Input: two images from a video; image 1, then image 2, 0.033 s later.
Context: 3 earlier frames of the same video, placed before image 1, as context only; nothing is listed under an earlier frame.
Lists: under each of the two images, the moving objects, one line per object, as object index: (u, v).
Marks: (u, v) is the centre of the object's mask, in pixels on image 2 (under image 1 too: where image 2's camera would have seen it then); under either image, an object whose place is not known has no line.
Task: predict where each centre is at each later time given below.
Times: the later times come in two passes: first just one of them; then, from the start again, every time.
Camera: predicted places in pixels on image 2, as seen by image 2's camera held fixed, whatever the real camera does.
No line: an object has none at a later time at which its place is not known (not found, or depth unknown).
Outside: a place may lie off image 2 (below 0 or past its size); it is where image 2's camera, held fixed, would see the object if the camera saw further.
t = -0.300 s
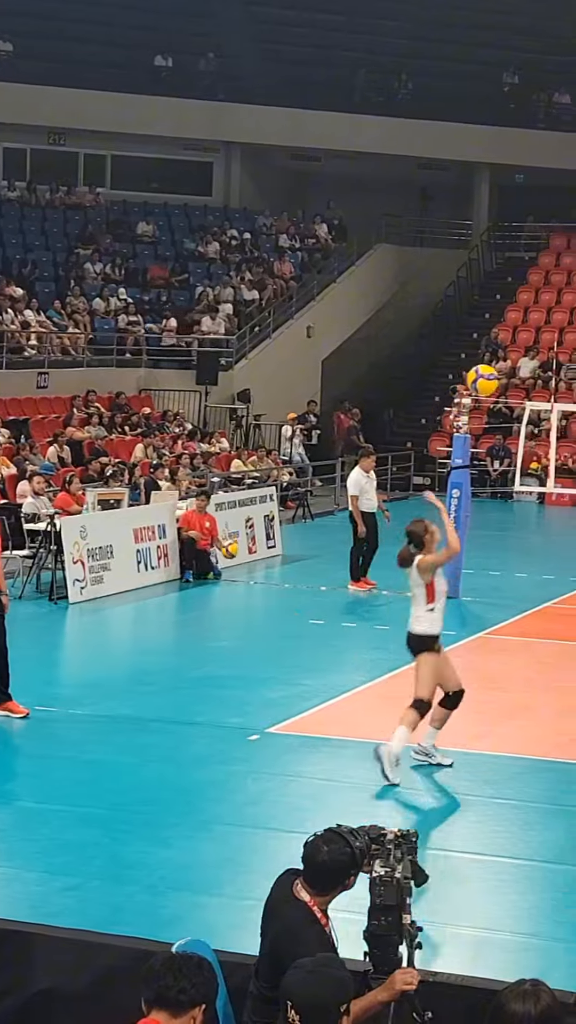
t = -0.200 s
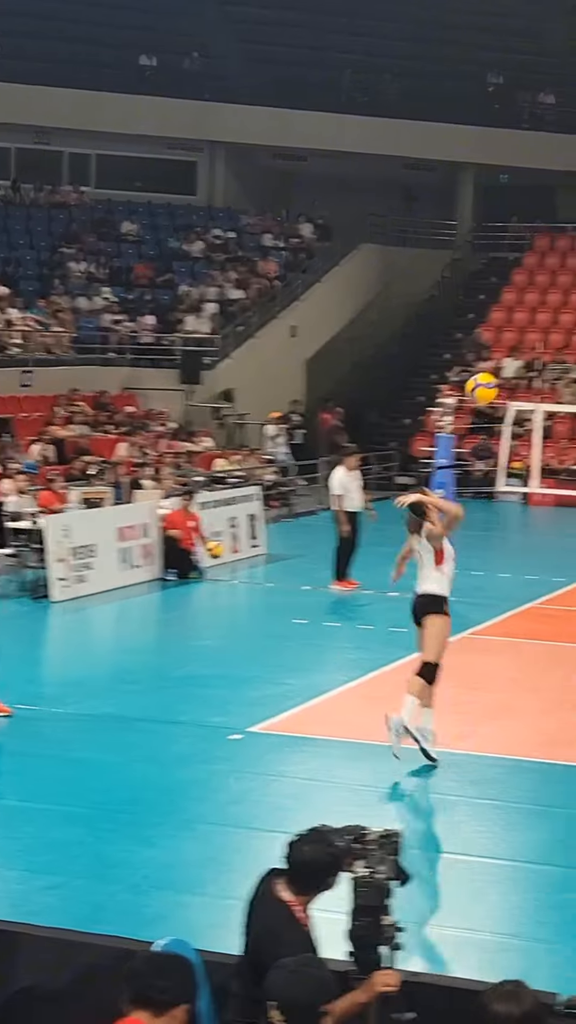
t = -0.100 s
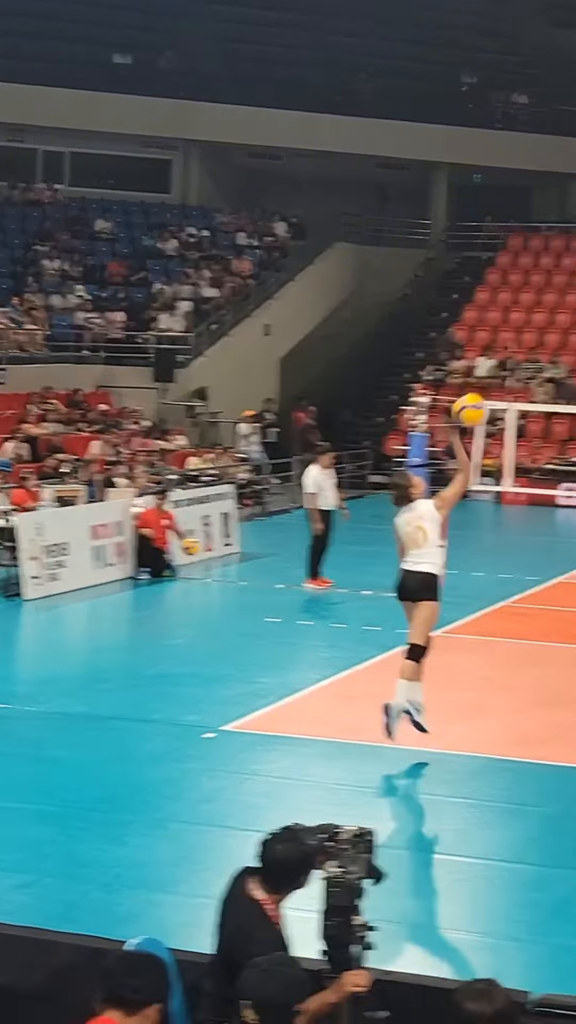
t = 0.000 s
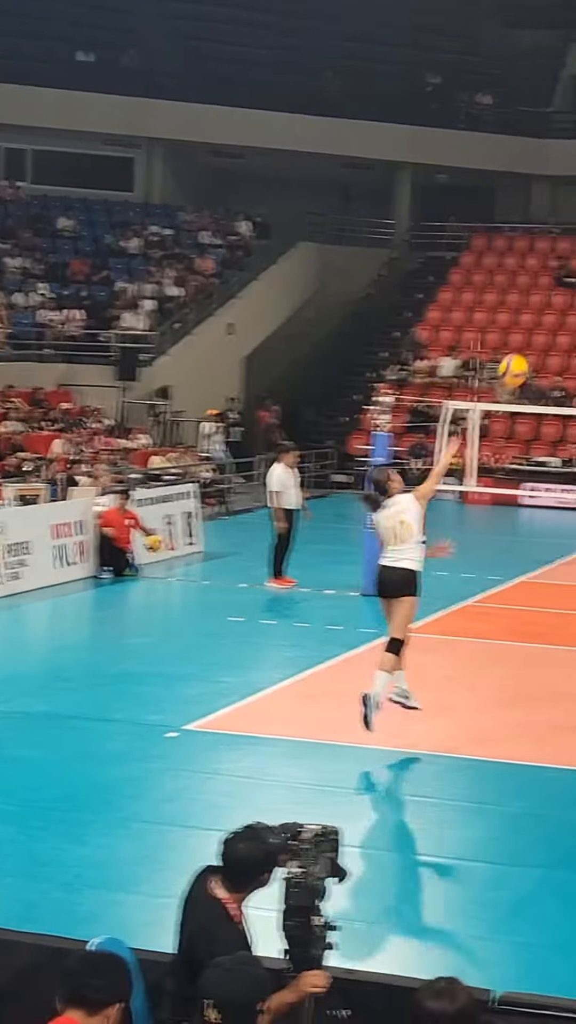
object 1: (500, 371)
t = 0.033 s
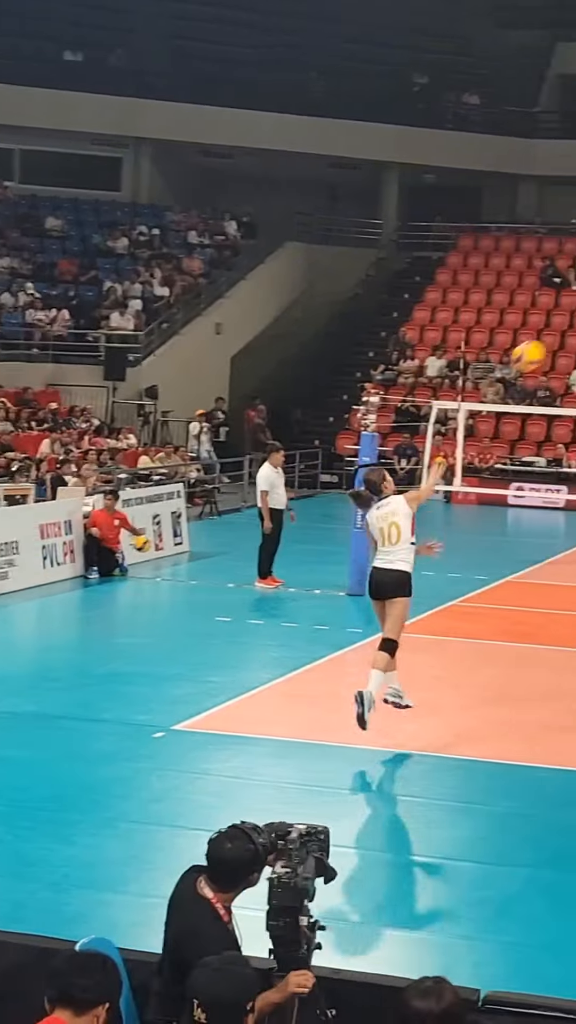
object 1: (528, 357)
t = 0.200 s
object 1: (645, 310)
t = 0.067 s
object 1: (556, 343)
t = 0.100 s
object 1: (582, 331)
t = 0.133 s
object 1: (605, 323)
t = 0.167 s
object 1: (625, 316)
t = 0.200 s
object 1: (645, 310)
